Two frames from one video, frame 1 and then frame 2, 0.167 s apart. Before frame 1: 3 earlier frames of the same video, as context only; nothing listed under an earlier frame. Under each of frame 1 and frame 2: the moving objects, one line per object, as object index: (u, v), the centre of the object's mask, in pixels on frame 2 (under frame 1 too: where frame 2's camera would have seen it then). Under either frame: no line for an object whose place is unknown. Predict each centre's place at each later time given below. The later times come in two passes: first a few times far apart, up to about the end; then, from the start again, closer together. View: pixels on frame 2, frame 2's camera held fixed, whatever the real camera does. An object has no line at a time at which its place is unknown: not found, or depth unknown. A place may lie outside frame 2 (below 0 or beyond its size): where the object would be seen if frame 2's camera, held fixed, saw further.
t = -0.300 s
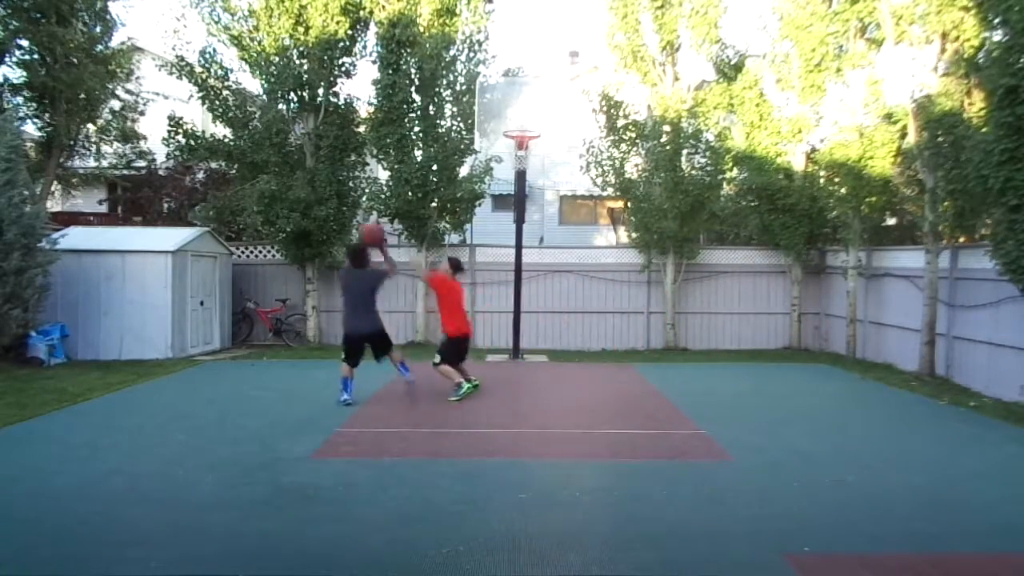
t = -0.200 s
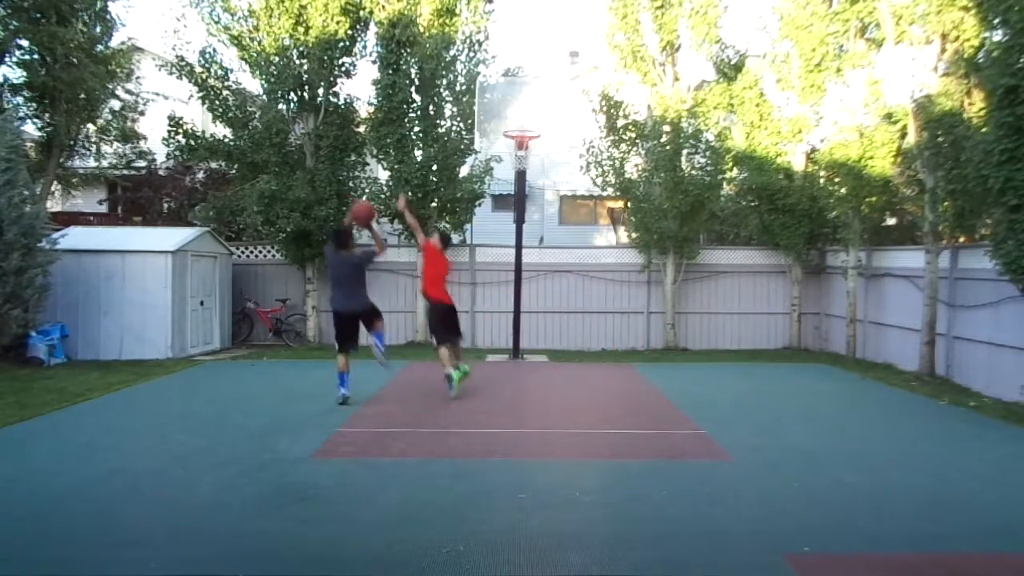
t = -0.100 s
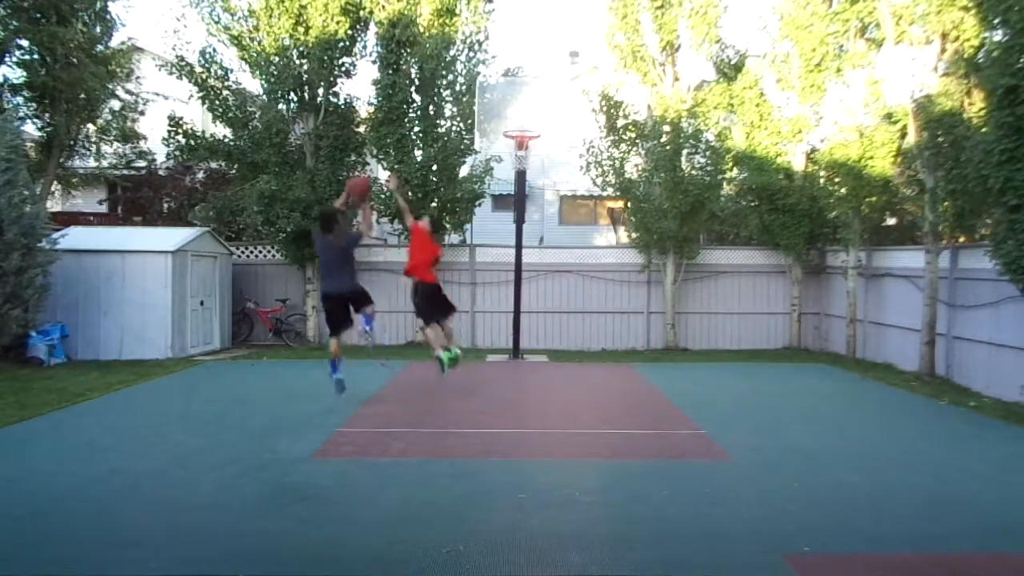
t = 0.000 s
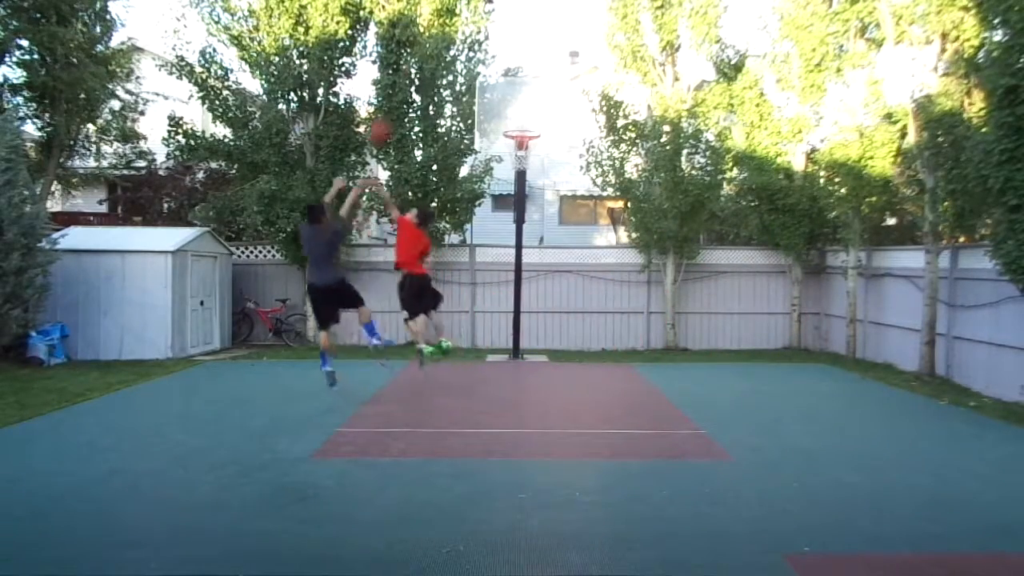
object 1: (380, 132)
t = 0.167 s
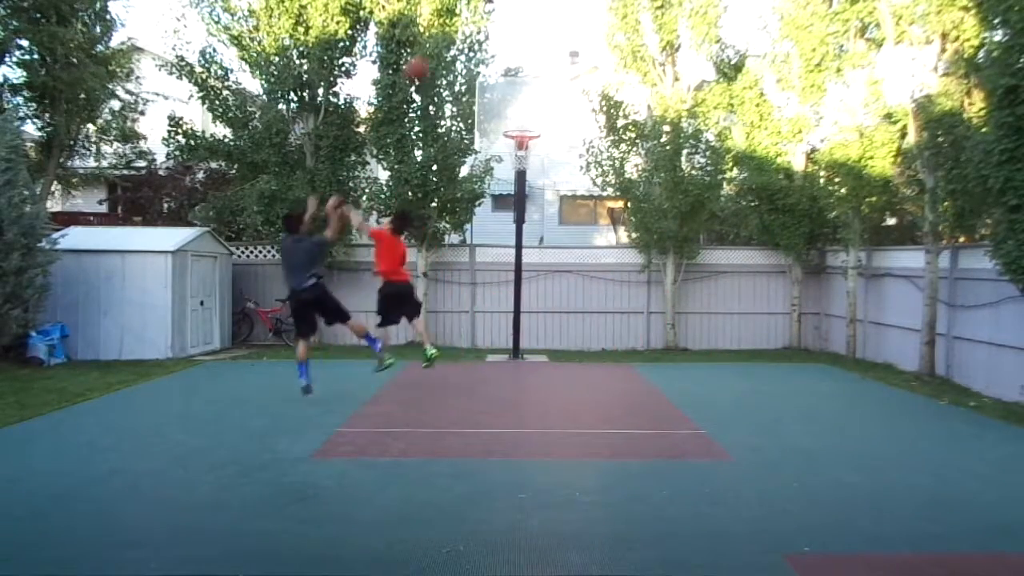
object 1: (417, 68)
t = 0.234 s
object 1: (432, 51)
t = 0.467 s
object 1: (472, 30)
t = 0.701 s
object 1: (509, 56)
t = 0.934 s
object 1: (541, 118)
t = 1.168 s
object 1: (559, 185)
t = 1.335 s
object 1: (572, 260)
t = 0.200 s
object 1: (424, 59)
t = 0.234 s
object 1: (432, 51)
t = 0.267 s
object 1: (438, 43)
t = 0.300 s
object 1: (443, 41)
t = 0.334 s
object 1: (449, 36)
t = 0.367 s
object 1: (455, 34)
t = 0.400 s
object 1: (461, 32)
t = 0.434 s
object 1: (468, 30)
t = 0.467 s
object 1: (472, 30)
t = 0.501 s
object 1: (479, 32)
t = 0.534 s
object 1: (483, 33)
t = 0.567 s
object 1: (488, 36)
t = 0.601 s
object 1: (493, 40)
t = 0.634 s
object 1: (499, 44)
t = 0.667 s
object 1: (505, 49)
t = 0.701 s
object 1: (509, 56)
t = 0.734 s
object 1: (514, 63)
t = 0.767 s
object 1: (519, 71)
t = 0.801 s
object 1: (524, 78)
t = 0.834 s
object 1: (528, 86)
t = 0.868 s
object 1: (532, 97)
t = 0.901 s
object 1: (536, 107)
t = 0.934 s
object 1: (541, 118)
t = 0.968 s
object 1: (545, 130)
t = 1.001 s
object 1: (547, 137)
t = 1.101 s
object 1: (554, 162)
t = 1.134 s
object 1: (557, 173)
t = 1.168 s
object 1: (559, 185)
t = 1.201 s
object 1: (561, 198)
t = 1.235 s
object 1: (566, 213)
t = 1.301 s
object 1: (570, 241)
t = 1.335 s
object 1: (572, 260)
